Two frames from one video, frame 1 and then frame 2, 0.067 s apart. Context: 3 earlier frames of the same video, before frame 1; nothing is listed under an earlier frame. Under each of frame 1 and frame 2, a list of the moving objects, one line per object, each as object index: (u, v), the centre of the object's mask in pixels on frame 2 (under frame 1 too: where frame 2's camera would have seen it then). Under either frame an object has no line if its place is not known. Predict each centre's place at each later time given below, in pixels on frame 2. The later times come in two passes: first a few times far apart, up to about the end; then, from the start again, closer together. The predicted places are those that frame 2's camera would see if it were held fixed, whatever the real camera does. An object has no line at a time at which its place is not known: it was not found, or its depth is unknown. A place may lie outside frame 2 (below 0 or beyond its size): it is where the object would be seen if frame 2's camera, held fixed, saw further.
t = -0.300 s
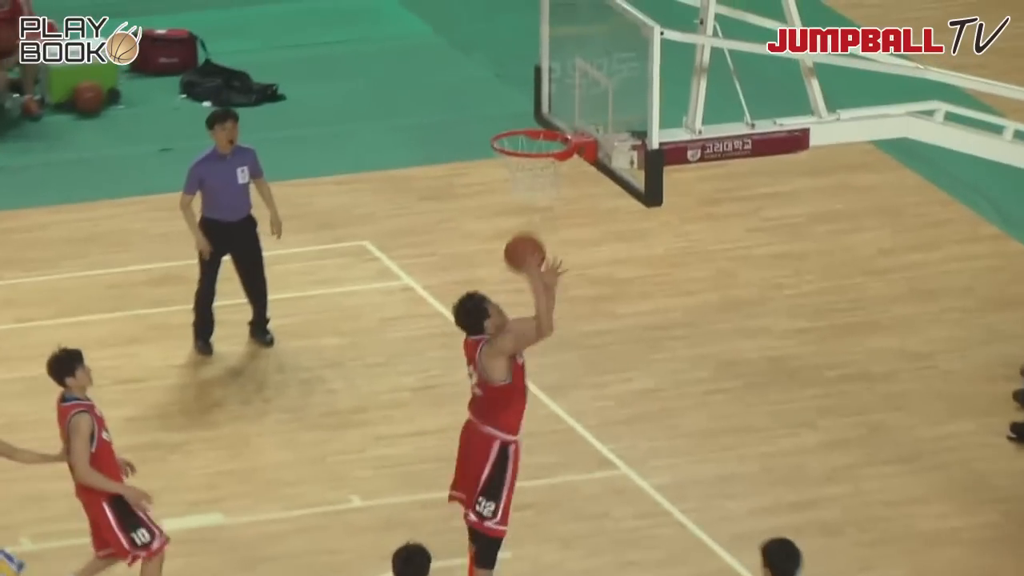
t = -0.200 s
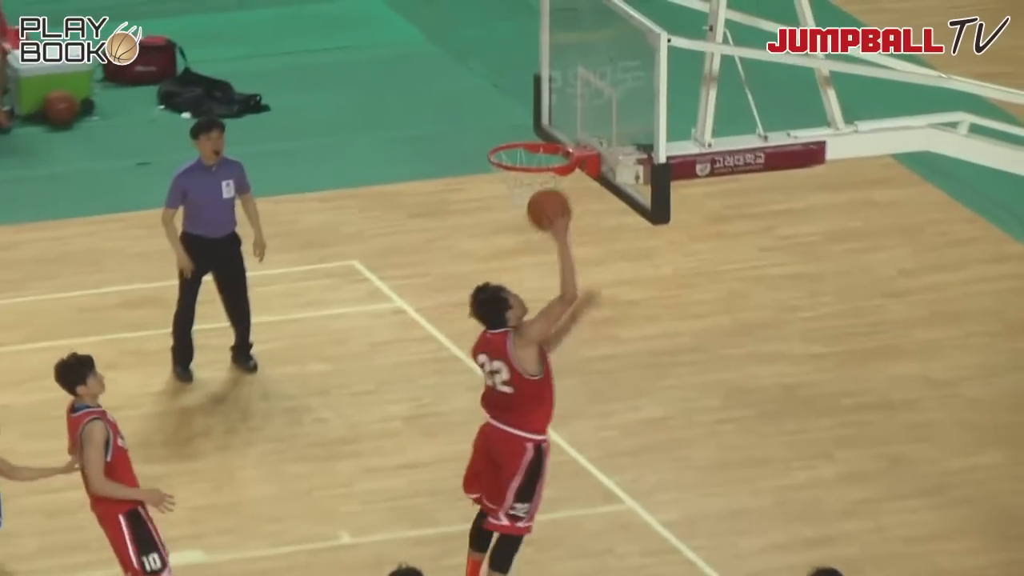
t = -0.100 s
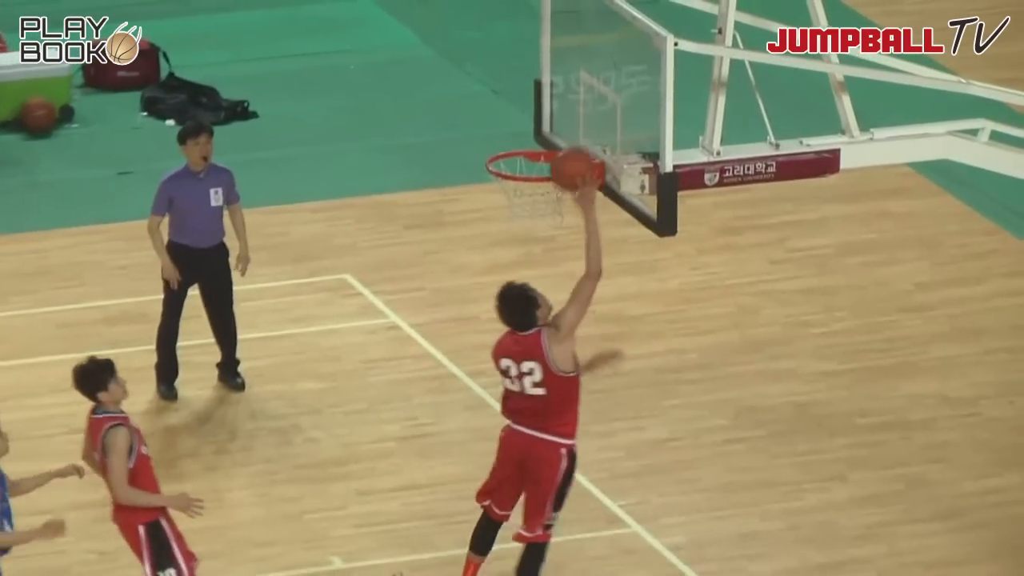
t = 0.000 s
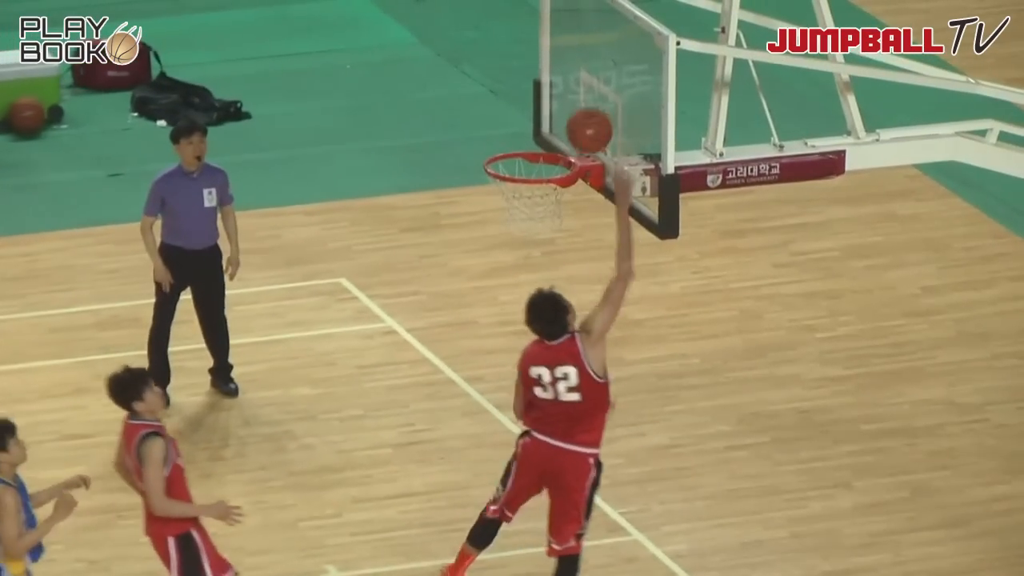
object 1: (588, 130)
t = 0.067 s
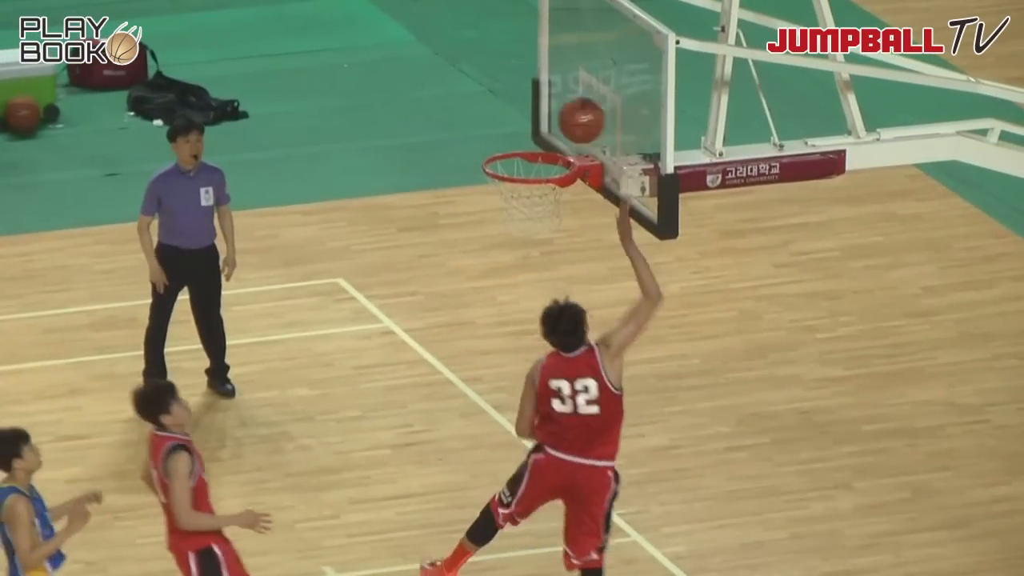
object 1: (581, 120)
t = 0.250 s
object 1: (527, 148)
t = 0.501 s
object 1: (525, 236)
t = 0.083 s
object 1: (577, 120)
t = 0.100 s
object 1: (572, 121)
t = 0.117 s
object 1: (567, 122)
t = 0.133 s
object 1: (562, 124)
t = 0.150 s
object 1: (557, 125)
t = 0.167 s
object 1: (552, 128)
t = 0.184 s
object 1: (547, 131)
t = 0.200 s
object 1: (542, 134)
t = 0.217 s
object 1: (537, 139)
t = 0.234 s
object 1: (532, 143)
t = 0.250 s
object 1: (527, 148)
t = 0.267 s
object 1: (522, 154)
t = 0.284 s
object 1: (518, 157)
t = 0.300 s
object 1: (513, 162)
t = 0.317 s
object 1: (508, 173)
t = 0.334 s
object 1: (507, 181)
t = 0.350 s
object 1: (506, 186)
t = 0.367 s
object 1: (506, 191)
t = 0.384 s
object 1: (507, 198)
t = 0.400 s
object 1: (510, 201)
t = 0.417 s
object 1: (512, 205)
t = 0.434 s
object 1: (515, 210)
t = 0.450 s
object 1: (518, 216)
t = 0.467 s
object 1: (522, 227)
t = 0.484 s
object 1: (522, 230)
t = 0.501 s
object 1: (525, 236)
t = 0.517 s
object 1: (527, 244)
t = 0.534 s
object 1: (529, 252)
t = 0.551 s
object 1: (531, 260)
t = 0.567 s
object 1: (534, 270)
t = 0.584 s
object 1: (536, 279)
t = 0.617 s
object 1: (540, 300)
